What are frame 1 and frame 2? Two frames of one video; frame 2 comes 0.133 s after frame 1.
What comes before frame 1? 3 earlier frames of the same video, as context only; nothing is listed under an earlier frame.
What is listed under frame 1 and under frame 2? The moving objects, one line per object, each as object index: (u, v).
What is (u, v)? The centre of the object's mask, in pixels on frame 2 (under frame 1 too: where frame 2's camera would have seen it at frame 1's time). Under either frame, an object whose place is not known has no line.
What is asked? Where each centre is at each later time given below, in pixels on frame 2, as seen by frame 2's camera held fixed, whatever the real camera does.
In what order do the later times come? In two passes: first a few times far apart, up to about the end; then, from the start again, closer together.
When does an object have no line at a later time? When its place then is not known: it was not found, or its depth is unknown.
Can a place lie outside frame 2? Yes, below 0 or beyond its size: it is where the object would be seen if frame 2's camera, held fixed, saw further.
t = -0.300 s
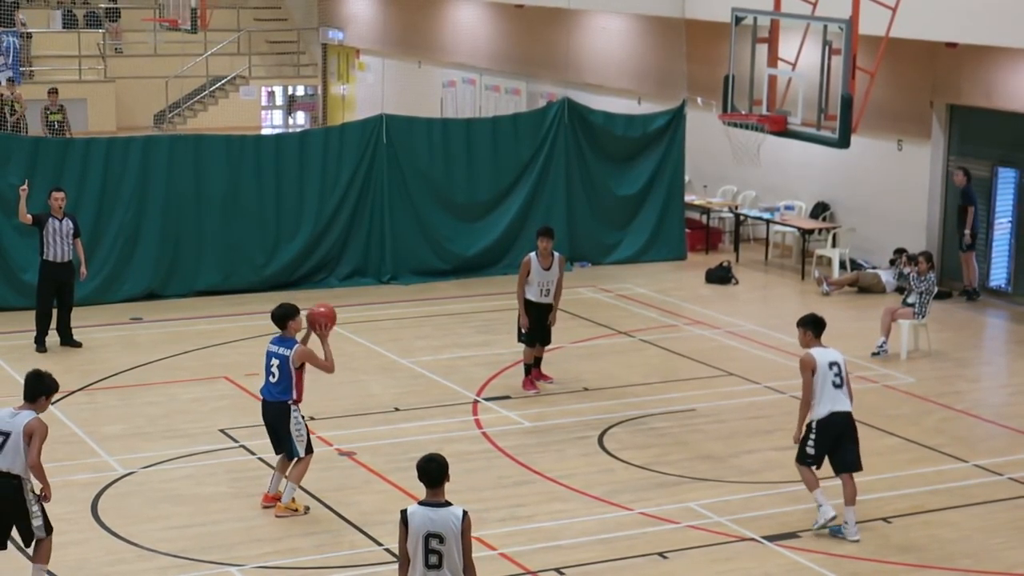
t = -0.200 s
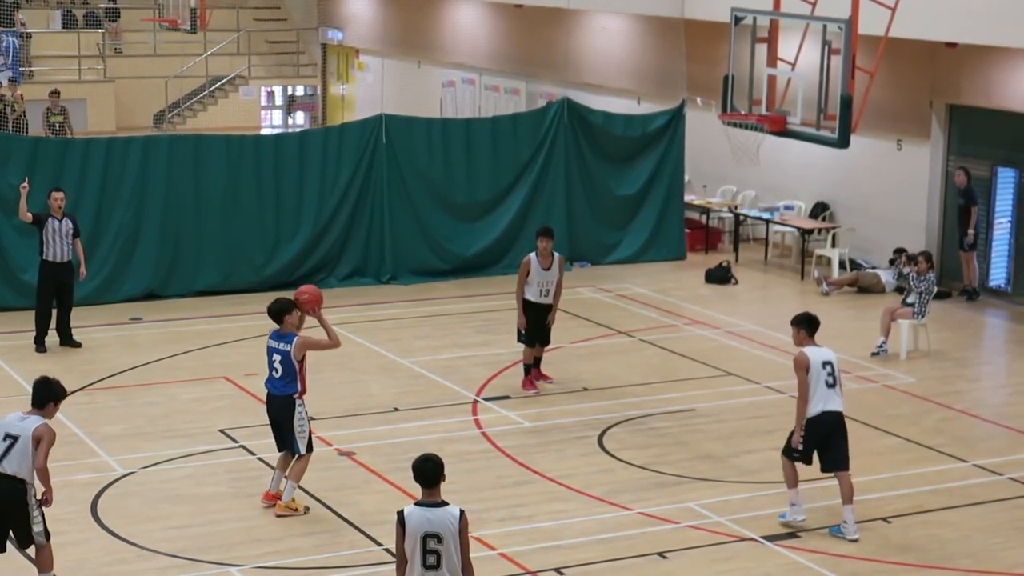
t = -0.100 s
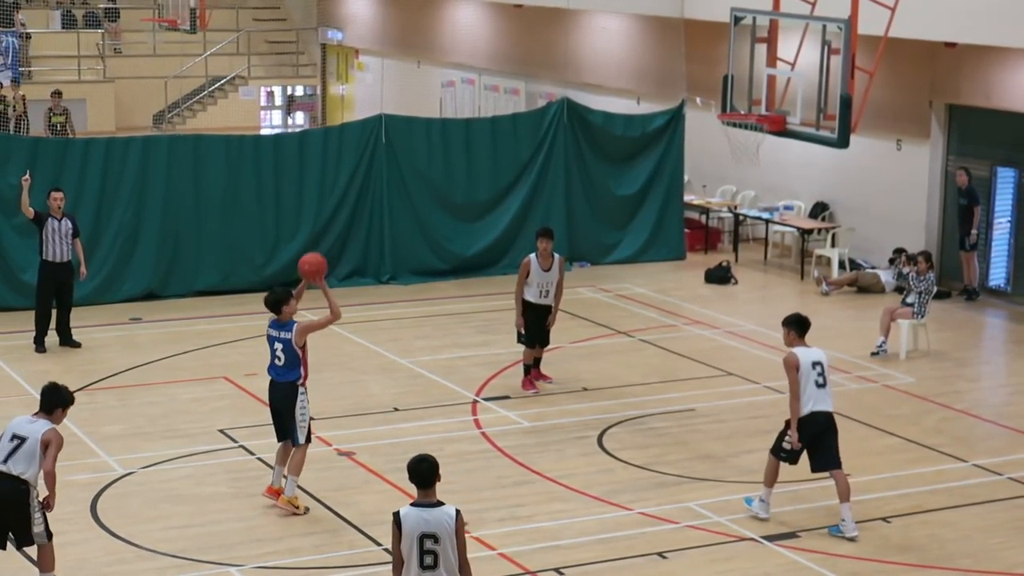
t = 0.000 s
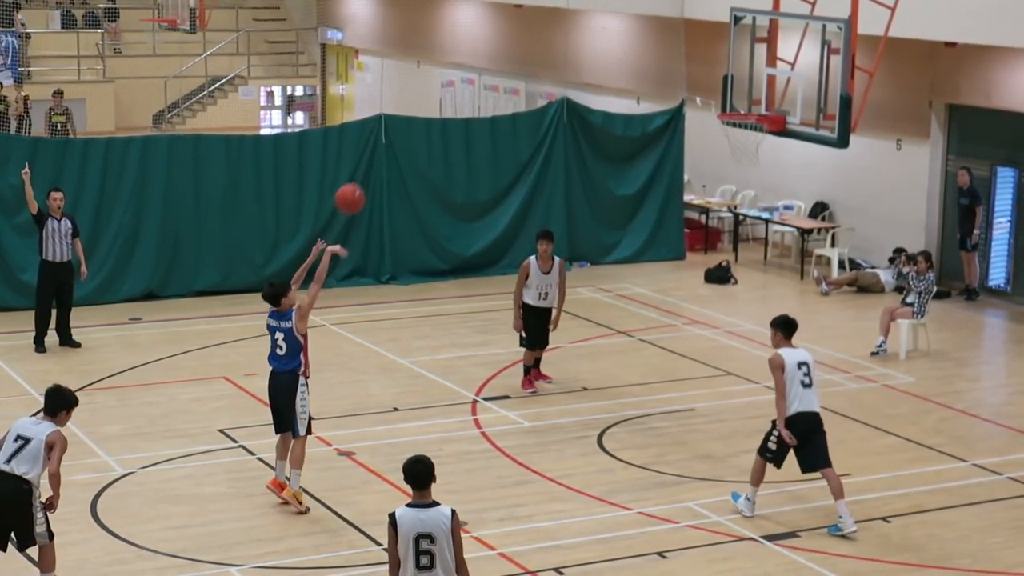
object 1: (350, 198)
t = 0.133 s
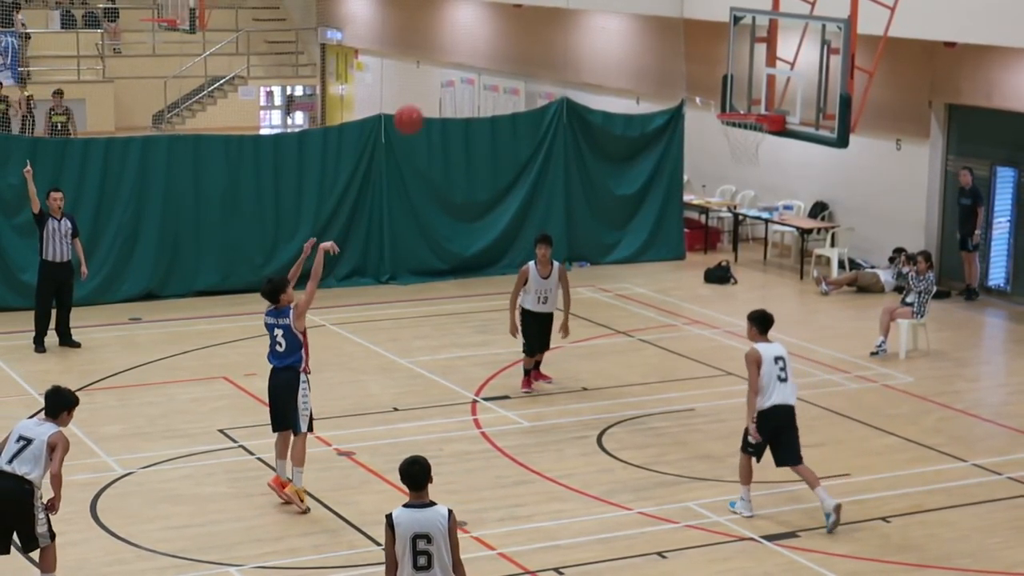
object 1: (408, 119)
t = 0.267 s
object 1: (466, 63)
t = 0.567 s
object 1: (588, 16)
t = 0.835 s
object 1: (686, 61)
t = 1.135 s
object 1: (769, 163)
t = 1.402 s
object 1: (807, 269)
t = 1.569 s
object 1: (829, 369)
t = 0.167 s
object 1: (423, 103)
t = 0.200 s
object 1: (438, 88)
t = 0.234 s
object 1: (451, 75)
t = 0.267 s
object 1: (466, 63)
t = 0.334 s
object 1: (494, 44)
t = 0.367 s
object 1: (508, 36)
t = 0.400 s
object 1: (521, 29)
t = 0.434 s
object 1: (535, 24)
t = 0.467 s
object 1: (548, 20)
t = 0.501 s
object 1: (562, 17)
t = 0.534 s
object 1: (575, 16)
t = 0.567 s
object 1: (588, 16)
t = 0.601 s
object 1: (600, 17)
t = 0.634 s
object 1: (613, 20)
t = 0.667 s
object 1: (626, 24)
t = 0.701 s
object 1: (638, 29)
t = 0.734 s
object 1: (650, 35)
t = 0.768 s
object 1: (662, 43)
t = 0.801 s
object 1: (674, 51)
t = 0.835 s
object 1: (686, 61)
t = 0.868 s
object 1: (697, 71)
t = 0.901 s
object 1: (709, 84)
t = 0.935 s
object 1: (720, 96)
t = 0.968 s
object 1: (731, 108)
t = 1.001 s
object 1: (741, 129)
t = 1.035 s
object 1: (752, 139)
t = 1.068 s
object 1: (759, 147)
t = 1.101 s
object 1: (764, 155)
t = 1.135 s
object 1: (769, 163)
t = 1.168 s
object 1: (774, 172)
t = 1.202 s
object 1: (779, 183)
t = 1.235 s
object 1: (783, 194)
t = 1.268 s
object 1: (788, 208)
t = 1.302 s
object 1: (793, 221)
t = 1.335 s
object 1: (798, 237)
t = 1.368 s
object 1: (802, 252)
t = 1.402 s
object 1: (807, 269)
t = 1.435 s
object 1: (812, 287)
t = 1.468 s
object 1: (816, 306)
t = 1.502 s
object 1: (820, 327)
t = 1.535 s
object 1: (825, 347)
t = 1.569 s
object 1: (829, 369)
